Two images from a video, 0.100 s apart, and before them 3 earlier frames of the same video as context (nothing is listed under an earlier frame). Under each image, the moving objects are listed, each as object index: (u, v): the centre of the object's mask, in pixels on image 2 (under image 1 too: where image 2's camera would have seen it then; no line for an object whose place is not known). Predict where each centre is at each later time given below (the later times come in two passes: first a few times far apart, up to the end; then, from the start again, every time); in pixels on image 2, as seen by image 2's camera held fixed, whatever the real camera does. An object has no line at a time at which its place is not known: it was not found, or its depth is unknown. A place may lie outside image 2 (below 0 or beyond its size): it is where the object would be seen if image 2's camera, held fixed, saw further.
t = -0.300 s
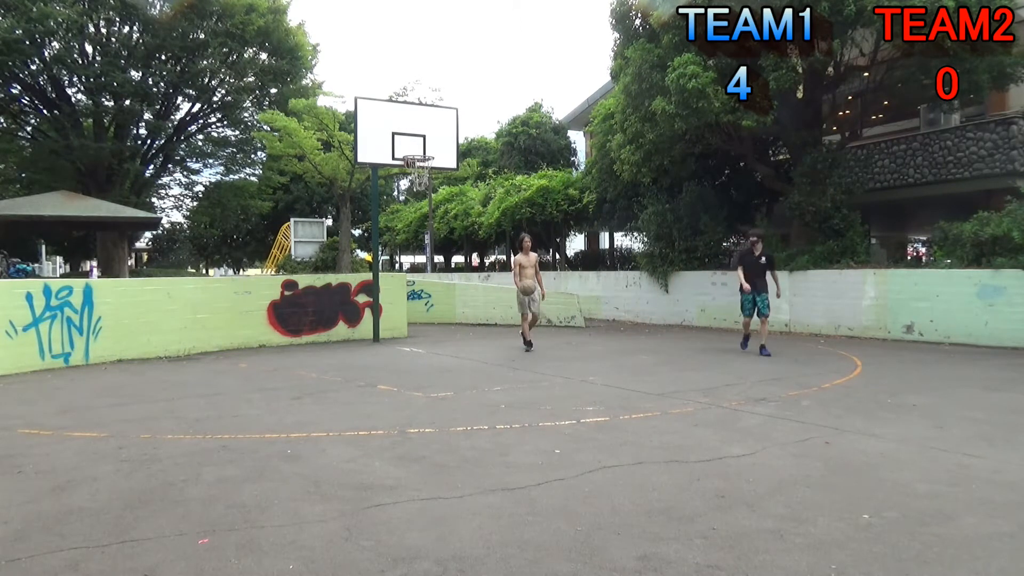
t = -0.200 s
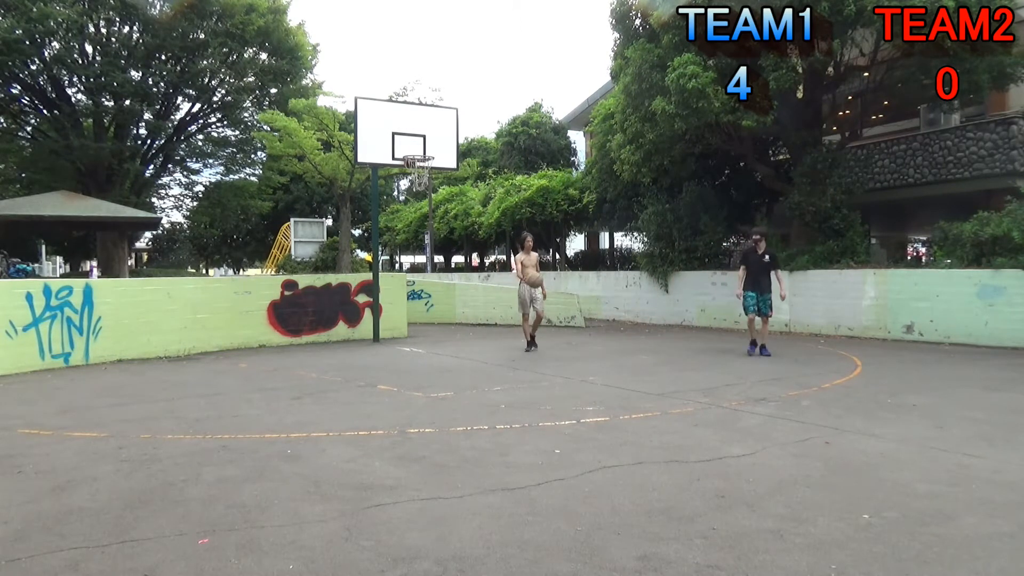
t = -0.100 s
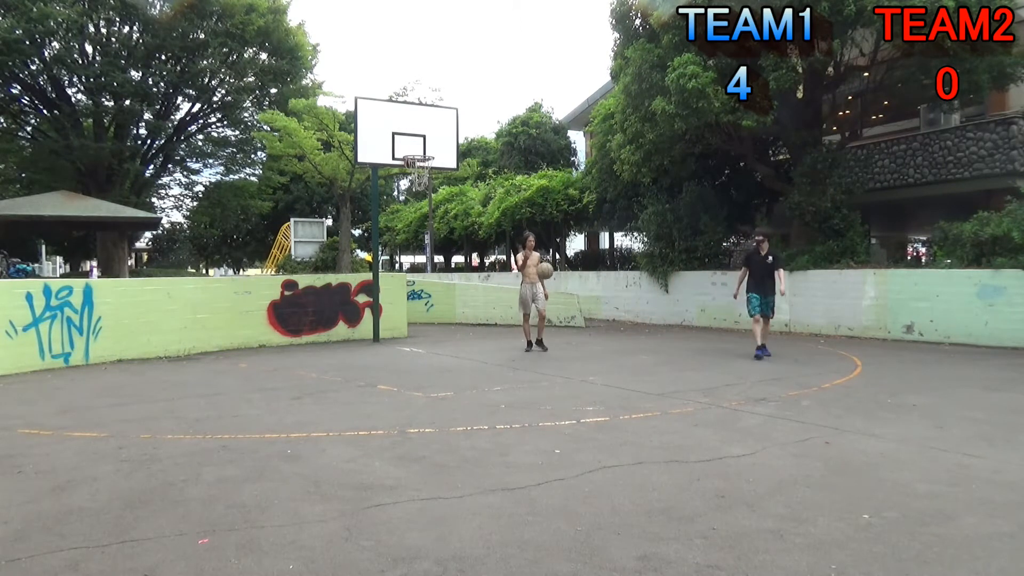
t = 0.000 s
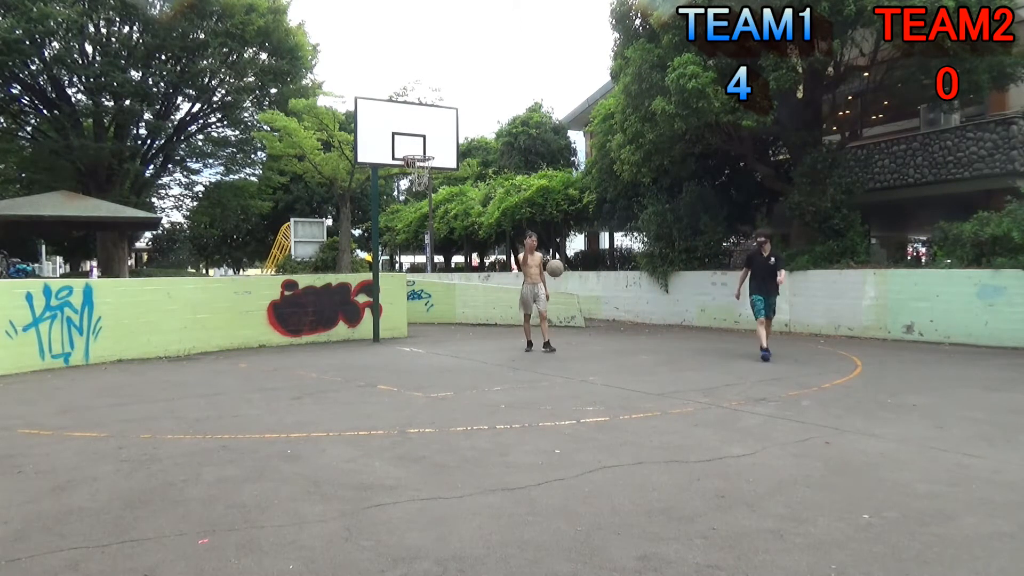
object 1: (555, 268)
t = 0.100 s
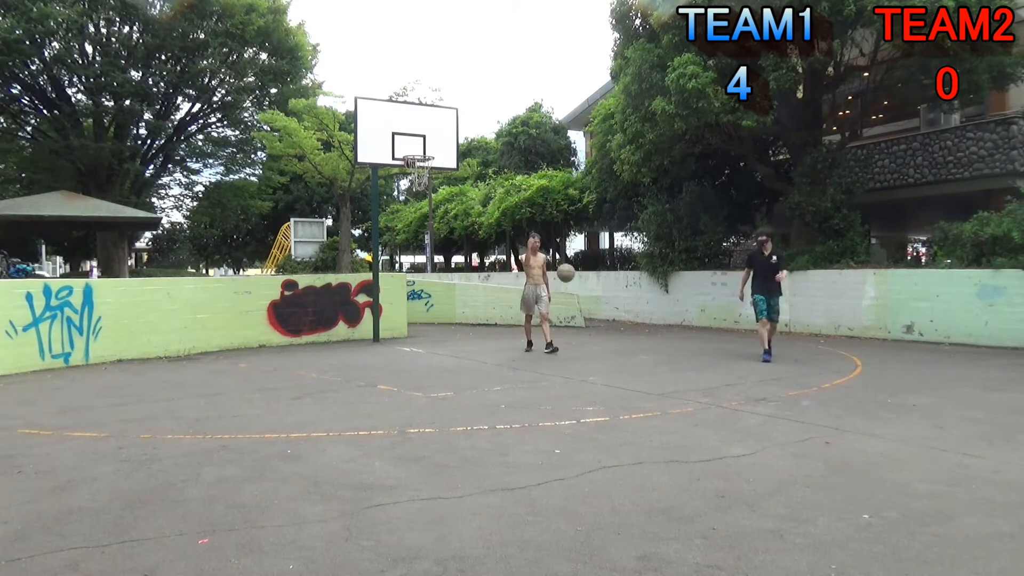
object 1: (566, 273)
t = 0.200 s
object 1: (577, 286)
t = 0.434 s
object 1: (607, 349)
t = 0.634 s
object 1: (638, 318)
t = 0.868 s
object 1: (678, 291)
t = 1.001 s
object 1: (703, 297)
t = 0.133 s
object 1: (570, 276)
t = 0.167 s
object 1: (573, 280)
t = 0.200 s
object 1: (577, 286)
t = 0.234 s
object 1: (581, 291)
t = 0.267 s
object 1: (586, 299)
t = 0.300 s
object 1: (589, 307)
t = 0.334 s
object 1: (594, 316)
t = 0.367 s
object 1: (598, 325)
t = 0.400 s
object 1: (603, 336)
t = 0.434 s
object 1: (607, 349)
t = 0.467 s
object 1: (612, 361)
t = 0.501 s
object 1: (617, 352)
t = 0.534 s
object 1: (622, 342)
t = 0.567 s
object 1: (628, 333)
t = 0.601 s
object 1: (633, 325)
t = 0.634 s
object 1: (638, 318)
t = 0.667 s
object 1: (644, 311)
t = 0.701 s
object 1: (650, 306)
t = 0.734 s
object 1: (655, 301)
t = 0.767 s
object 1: (661, 297)
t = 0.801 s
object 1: (667, 294)
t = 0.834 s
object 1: (673, 292)
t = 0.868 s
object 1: (678, 291)
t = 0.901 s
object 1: (684, 291)
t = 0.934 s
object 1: (691, 292)
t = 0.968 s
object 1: (697, 294)
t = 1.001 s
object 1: (703, 297)
